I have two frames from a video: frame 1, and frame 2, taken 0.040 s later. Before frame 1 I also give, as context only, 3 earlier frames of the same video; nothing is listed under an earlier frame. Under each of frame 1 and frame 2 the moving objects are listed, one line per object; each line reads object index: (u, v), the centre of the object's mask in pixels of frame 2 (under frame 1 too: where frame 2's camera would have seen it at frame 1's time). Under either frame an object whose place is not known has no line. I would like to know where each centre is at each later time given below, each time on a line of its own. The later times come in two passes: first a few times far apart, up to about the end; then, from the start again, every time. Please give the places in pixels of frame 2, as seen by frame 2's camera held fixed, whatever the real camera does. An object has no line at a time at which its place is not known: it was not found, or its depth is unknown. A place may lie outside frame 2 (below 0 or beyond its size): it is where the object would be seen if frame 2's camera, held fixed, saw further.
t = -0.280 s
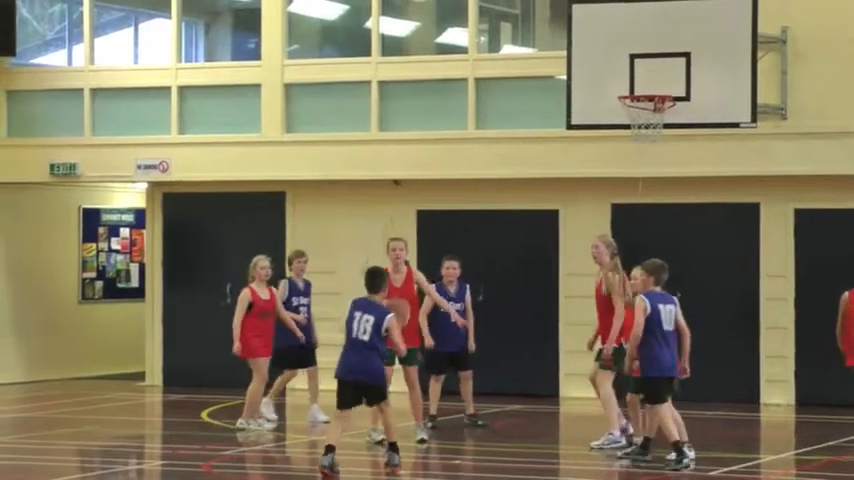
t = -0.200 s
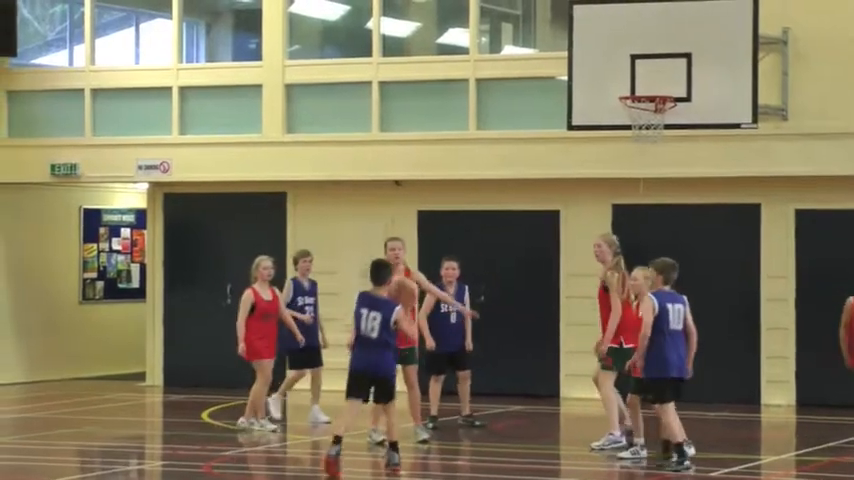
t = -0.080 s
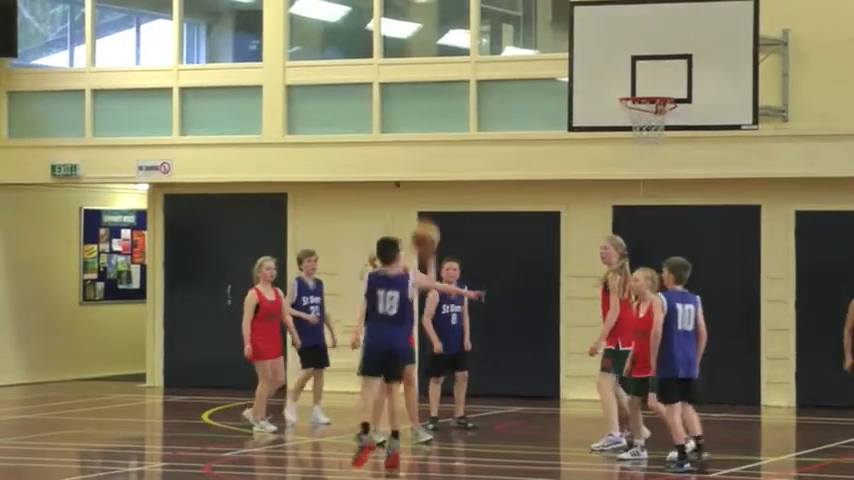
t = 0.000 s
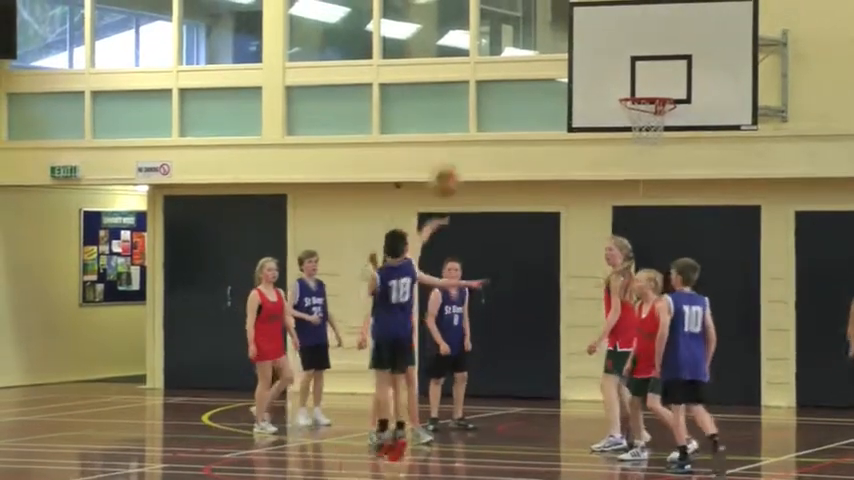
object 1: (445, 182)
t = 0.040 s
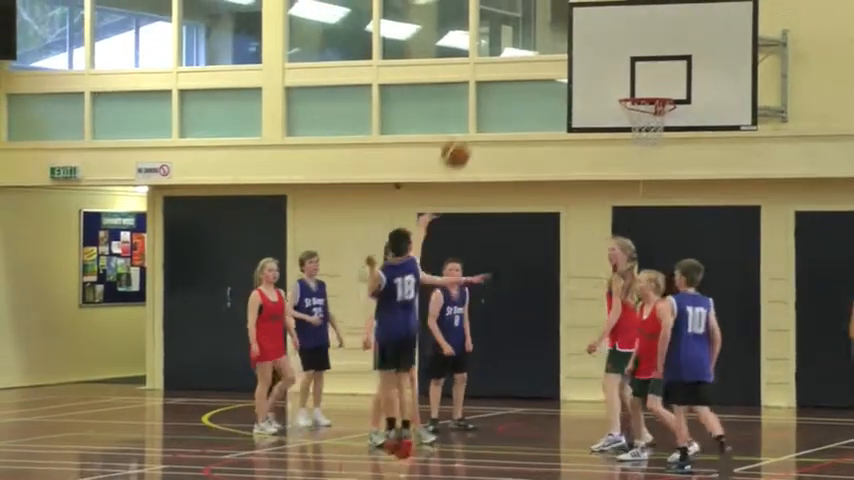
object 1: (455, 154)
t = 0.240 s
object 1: (507, 61)
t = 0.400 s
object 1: (544, 25)
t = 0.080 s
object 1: (466, 132)
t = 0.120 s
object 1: (477, 111)
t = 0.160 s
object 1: (486, 92)
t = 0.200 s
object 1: (497, 75)
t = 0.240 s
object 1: (507, 61)
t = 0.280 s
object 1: (517, 48)
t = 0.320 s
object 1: (525, 38)
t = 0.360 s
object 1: (534, 32)
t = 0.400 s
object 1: (544, 25)
